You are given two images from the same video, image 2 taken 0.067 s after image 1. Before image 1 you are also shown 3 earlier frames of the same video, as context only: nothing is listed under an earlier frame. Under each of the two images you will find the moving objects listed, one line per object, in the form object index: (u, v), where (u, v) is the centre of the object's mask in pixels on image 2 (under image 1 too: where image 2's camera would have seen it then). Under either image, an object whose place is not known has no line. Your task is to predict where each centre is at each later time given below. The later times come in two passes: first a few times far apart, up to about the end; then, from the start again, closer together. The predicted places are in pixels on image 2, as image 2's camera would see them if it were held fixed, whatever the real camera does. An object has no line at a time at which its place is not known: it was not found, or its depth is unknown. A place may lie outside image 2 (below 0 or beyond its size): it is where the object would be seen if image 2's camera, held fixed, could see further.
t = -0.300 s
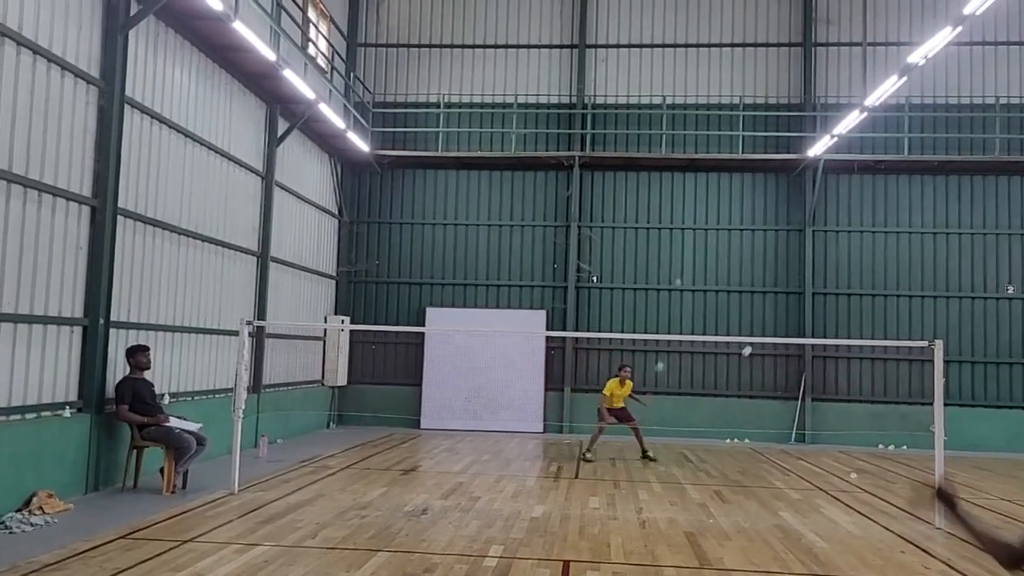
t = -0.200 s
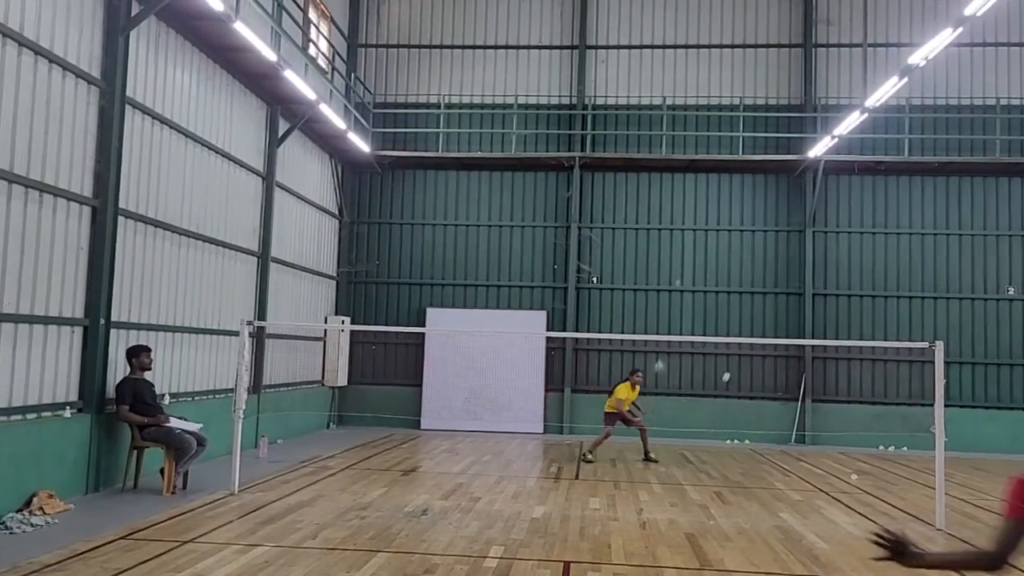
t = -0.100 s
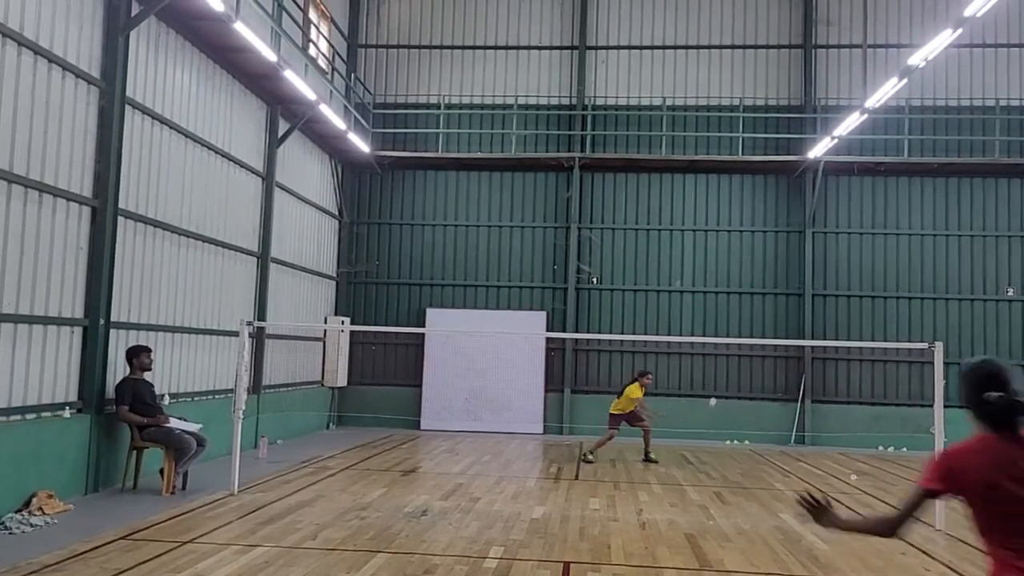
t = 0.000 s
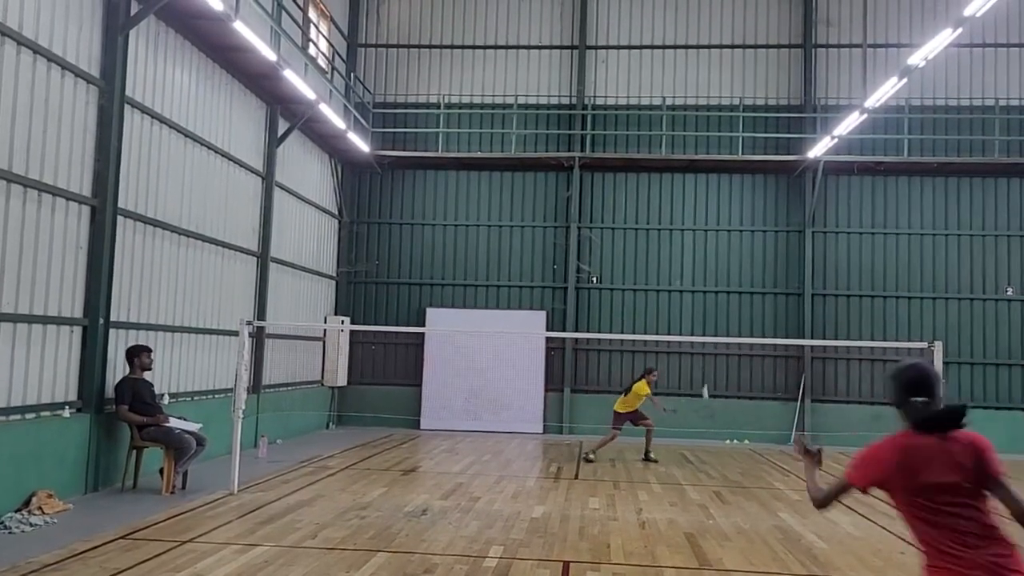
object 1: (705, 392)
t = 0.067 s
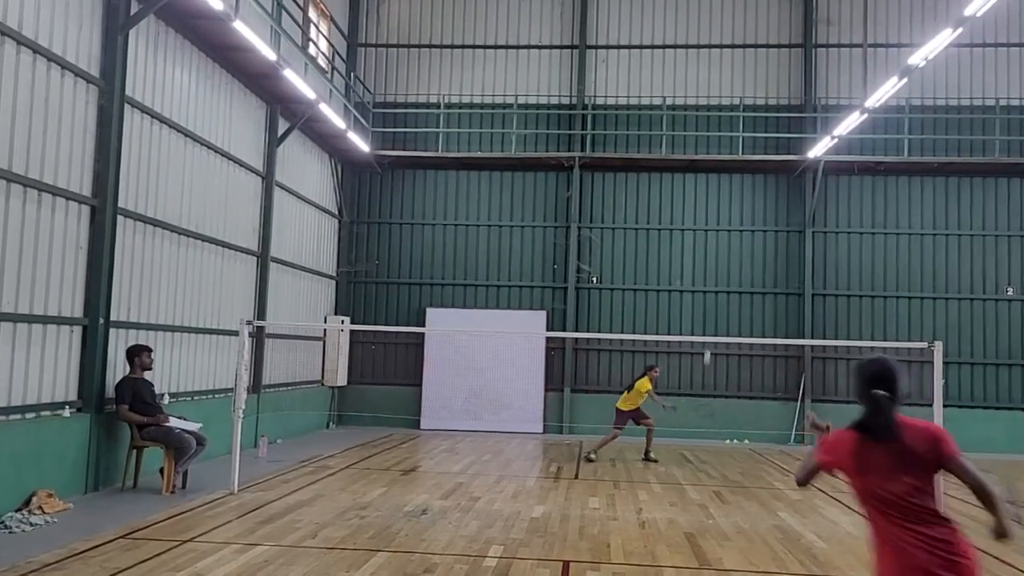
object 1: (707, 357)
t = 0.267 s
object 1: (708, 290)
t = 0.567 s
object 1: (709, 267)
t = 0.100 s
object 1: (707, 344)
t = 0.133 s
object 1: (707, 330)
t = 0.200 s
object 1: (707, 307)
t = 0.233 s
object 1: (708, 298)
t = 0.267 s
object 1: (708, 290)
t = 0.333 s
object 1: (708, 277)
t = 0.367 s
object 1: (709, 272)
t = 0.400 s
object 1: (709, 268)
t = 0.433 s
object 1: (709, 265)
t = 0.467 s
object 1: (709, 264)
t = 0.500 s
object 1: (709, 264)
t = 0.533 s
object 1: (709, 265)
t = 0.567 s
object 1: (709, 267)
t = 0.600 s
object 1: (709, 271)
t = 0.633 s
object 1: (709, 276)
